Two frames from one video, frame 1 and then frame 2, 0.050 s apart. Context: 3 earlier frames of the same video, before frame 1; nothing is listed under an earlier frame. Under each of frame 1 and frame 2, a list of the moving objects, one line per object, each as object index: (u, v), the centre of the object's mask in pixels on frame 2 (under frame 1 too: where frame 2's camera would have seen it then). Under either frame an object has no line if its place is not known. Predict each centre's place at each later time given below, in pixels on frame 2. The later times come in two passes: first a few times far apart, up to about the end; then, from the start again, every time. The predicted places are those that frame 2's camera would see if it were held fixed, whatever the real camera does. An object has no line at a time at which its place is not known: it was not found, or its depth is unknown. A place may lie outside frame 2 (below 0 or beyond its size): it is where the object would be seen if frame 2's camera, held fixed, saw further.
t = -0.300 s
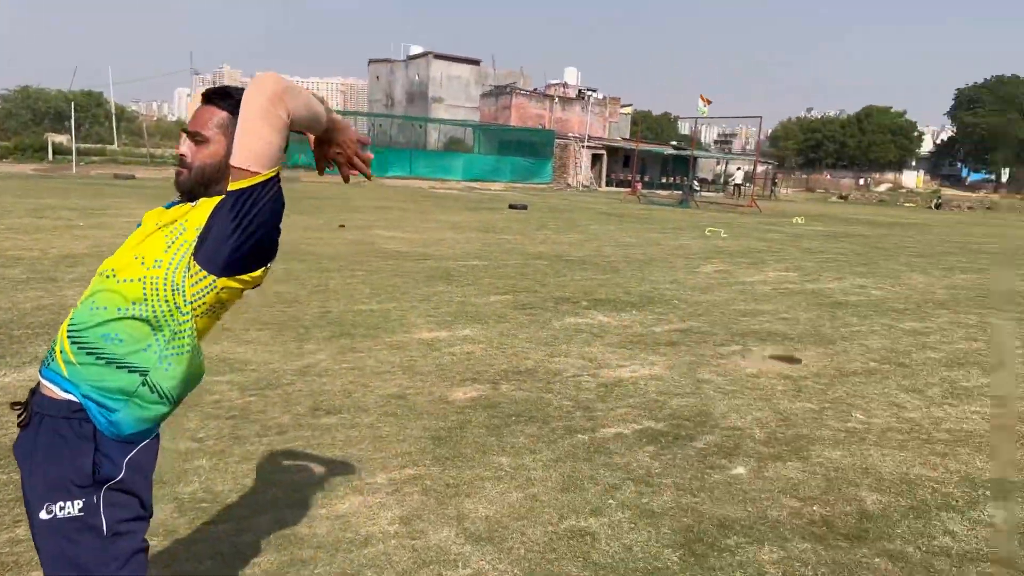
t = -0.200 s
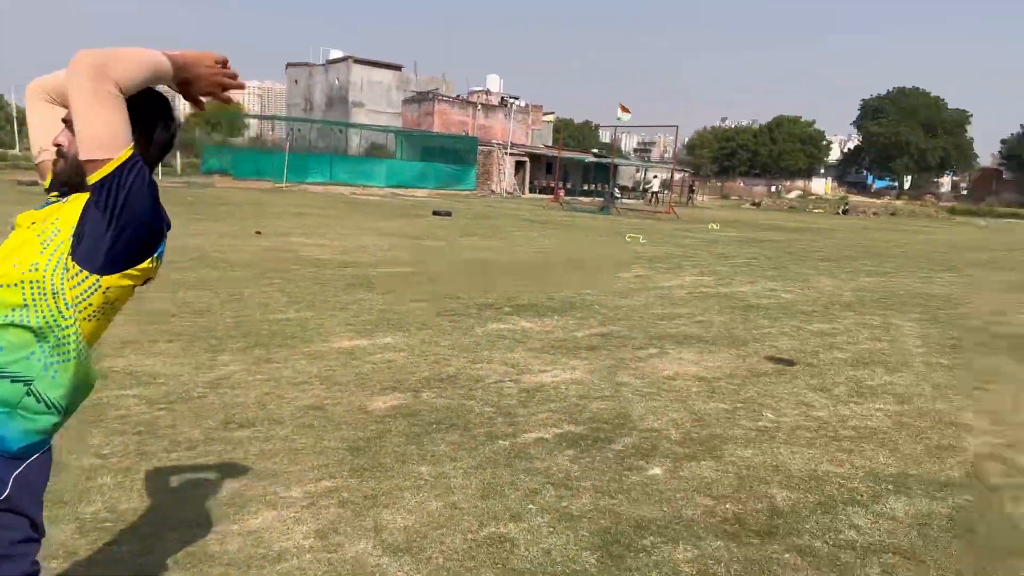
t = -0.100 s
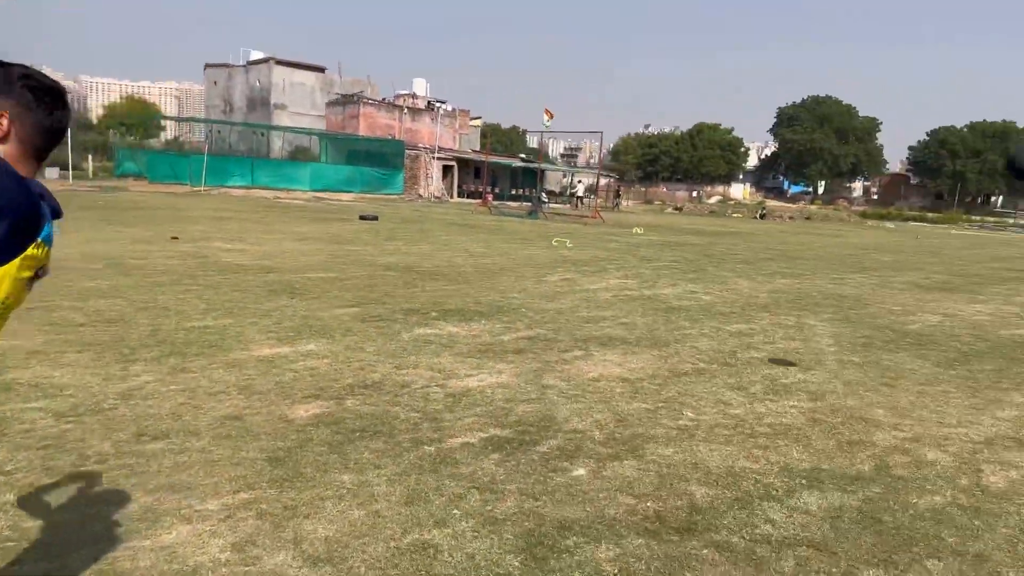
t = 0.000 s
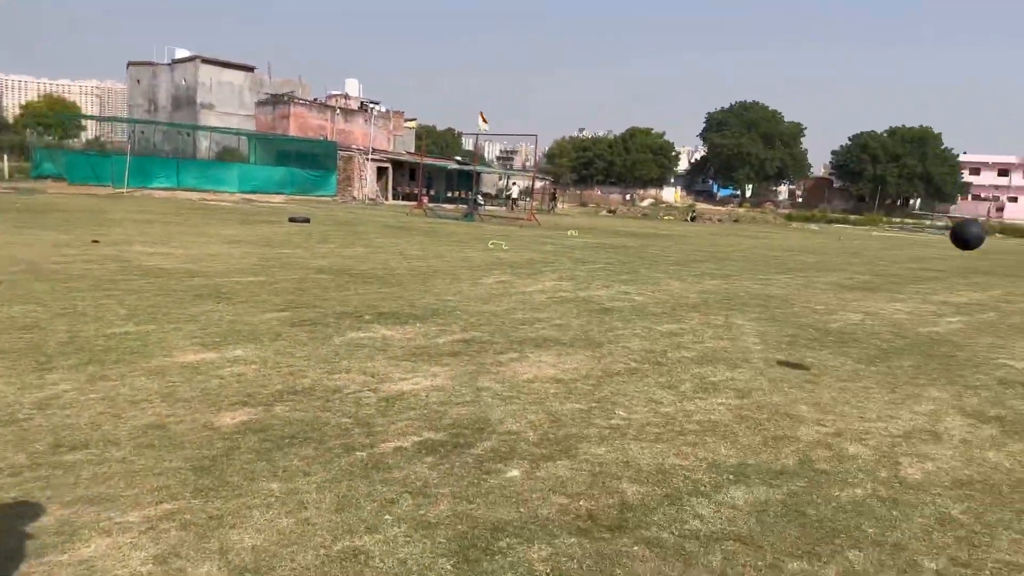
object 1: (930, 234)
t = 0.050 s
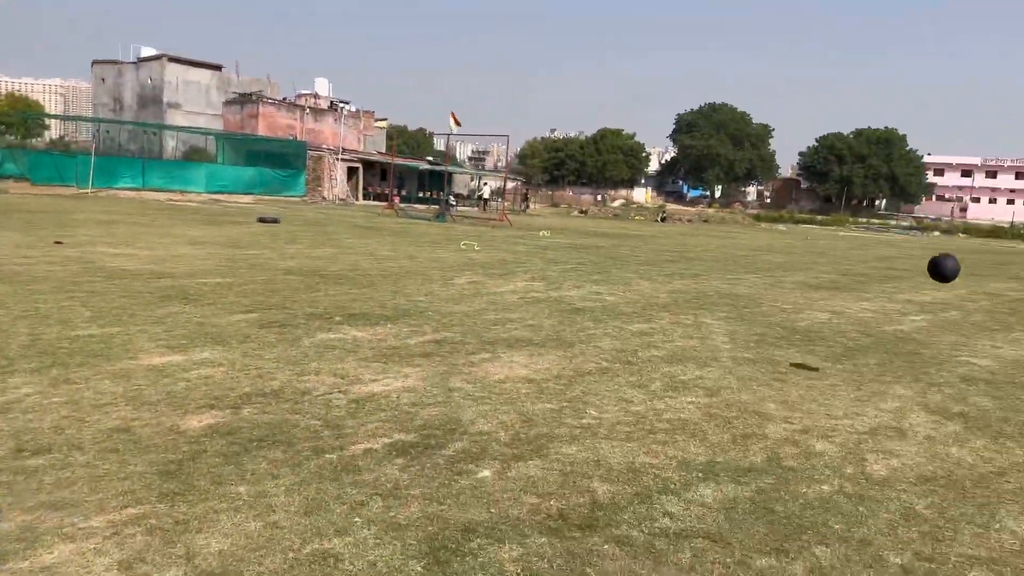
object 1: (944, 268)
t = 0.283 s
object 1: (988, 363)
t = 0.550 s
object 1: (1018, 353)
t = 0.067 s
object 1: (948, 279)
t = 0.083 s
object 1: (951, 290)
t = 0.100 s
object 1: (955, 302)
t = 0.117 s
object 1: (959, 313)
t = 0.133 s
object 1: (963, 324)
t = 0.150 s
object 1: (965, 336)
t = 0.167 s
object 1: (969, 347)
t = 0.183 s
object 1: (972, 359)
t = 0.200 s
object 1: (975, 370)
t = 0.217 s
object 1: (978, 374)
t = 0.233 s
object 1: (981, 371)
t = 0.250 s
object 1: (983, 368)
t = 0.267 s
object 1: (986, 365)
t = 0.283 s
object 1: (988, 363)
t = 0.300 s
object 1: (990, 361)
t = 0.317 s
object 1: (992, 359)
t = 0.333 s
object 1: (994, 357)
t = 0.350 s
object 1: (997, 355)
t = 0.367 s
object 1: (999, 353)
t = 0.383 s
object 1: (1000, 352)
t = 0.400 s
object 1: (1003, 351)
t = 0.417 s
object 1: (1005, 349)
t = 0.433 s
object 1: (1007, 348)
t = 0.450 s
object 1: (1008, 348)
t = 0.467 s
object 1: (1010, 349)
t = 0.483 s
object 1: (1012, 349)
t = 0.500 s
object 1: (1013, 349)
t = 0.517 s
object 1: (1015, 350)
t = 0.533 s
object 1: (1017, 351)
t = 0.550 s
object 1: (1018, 353)
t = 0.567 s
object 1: (1020, 355)
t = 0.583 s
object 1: (1021, 356)
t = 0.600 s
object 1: (1022, 357)
